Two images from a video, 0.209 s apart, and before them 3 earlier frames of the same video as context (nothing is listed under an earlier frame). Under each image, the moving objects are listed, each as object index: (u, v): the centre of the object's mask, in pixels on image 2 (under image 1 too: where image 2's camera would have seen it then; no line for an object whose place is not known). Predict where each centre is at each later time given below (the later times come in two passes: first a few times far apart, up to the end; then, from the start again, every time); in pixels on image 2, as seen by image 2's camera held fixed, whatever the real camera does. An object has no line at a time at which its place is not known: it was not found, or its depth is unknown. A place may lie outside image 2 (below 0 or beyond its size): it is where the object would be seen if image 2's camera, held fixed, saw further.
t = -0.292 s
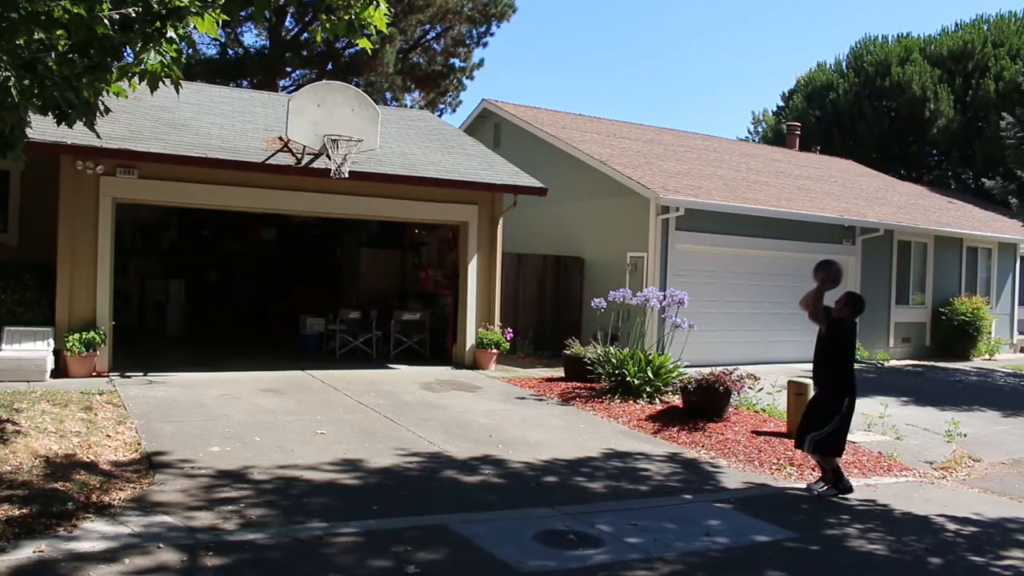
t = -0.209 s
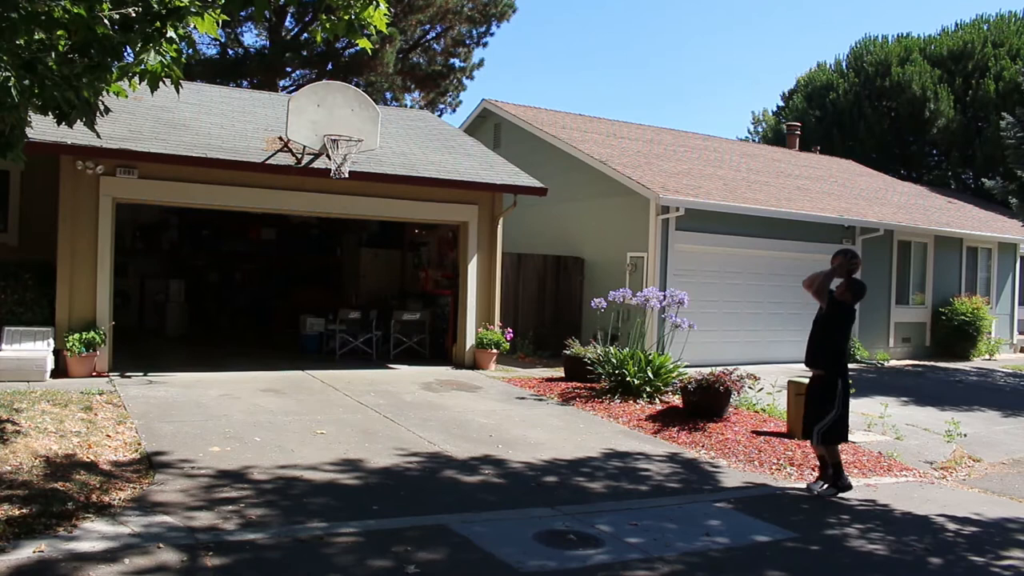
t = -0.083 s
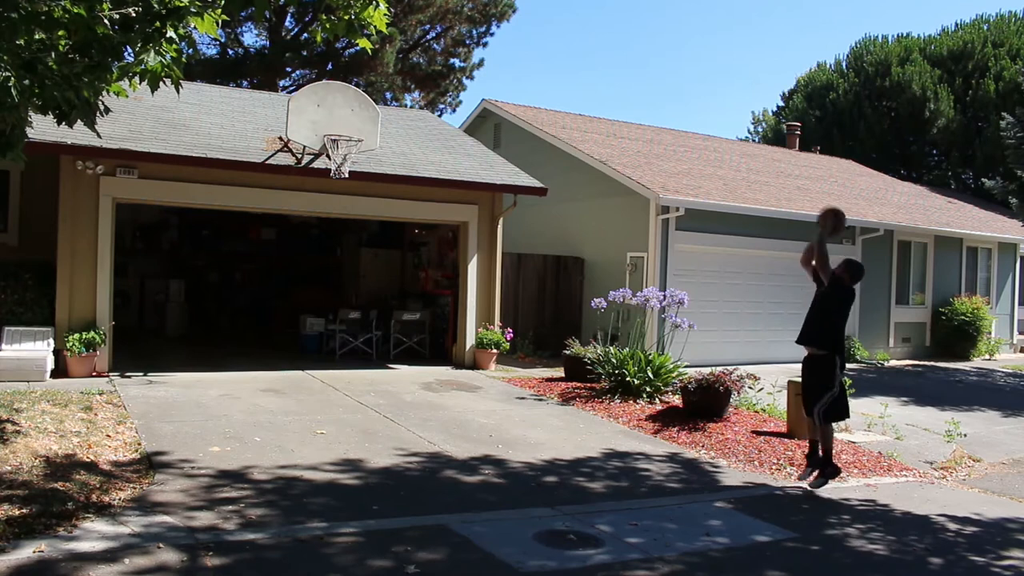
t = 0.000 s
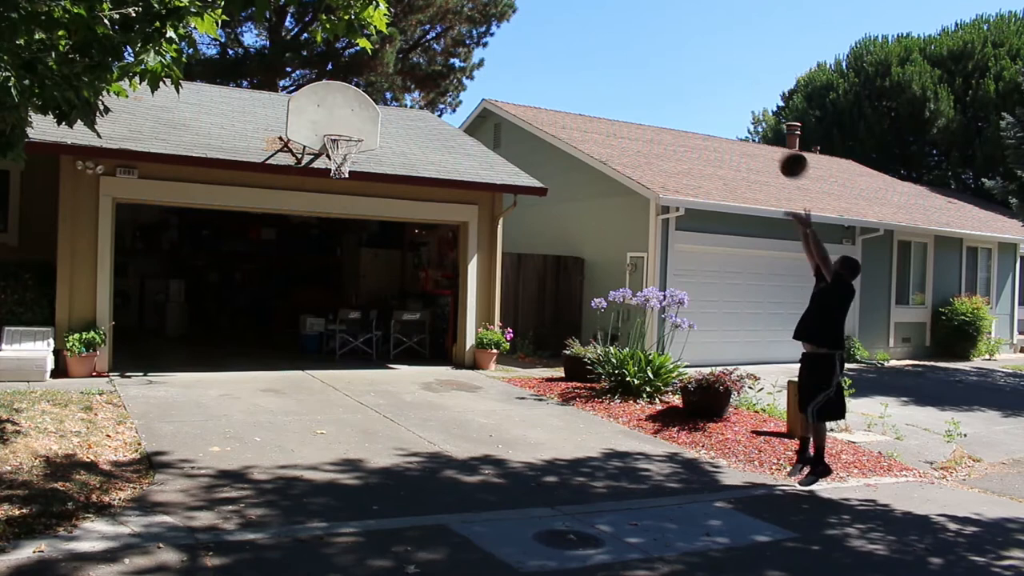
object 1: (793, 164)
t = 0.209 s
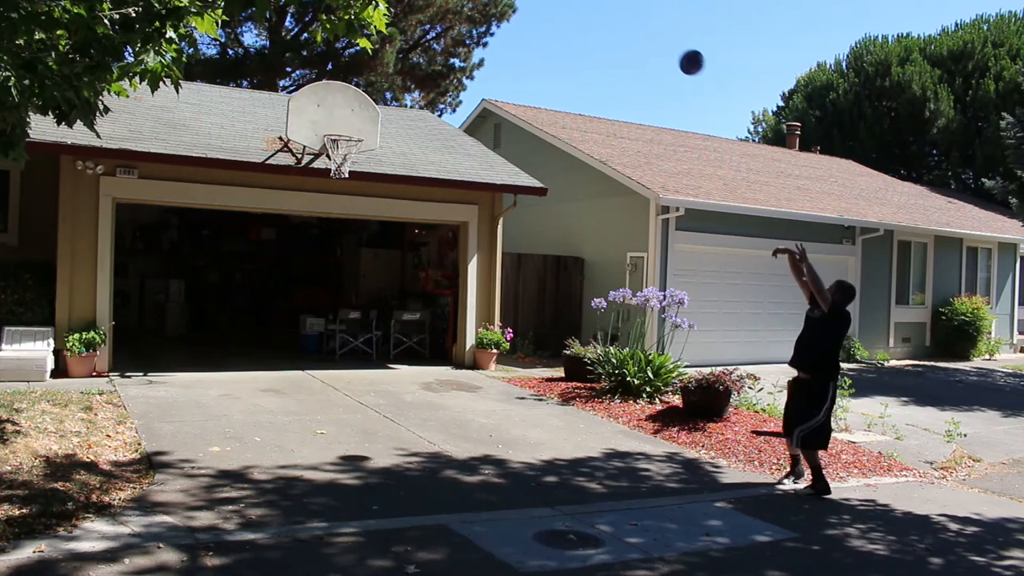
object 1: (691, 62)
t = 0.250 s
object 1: (672, 49)
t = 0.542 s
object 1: (553, 10)
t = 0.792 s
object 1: (466, 39)
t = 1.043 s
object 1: (387, 116)
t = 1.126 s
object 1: (363, 152)
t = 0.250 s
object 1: (672, 49)
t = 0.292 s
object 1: (654, 38)
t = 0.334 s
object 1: (636, 29)
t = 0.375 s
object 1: (619, 21)
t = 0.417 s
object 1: (602, 16)
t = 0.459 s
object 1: (585, 12)
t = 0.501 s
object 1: (569, 10)
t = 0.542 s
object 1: (553, 10)
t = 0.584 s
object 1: (538, 10)
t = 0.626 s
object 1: (523, 13)
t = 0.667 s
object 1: (508, 17)
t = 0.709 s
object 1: (495, 23)
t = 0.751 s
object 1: (480, 29)
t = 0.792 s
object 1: (466, 39)
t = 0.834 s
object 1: (454, 48)
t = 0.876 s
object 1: (439, 58)
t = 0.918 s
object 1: (425, 74)
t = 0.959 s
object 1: (414, 84)
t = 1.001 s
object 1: (402, 99)
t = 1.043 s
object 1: (387, 116)
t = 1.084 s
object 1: (375, 133)
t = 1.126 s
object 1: (363, 152)
